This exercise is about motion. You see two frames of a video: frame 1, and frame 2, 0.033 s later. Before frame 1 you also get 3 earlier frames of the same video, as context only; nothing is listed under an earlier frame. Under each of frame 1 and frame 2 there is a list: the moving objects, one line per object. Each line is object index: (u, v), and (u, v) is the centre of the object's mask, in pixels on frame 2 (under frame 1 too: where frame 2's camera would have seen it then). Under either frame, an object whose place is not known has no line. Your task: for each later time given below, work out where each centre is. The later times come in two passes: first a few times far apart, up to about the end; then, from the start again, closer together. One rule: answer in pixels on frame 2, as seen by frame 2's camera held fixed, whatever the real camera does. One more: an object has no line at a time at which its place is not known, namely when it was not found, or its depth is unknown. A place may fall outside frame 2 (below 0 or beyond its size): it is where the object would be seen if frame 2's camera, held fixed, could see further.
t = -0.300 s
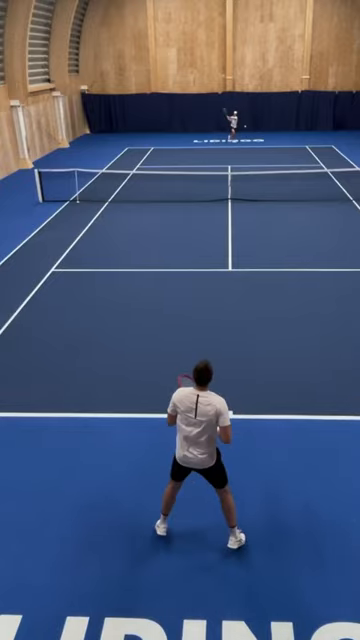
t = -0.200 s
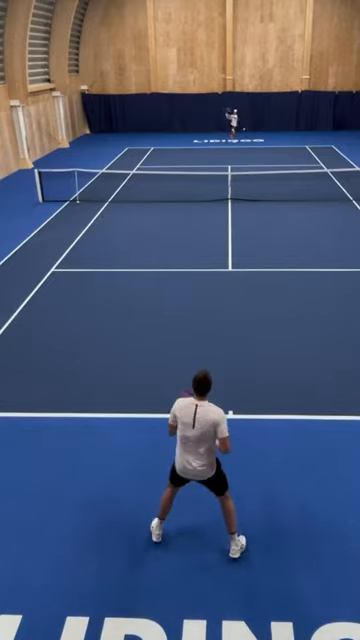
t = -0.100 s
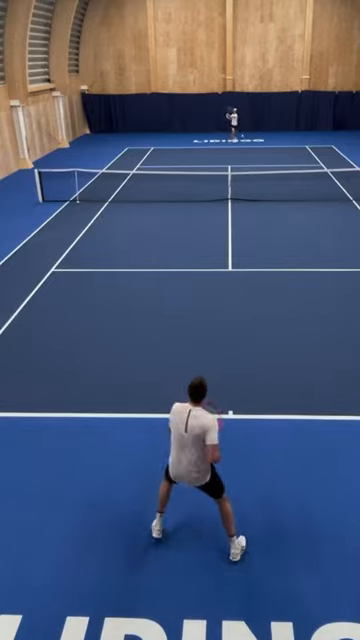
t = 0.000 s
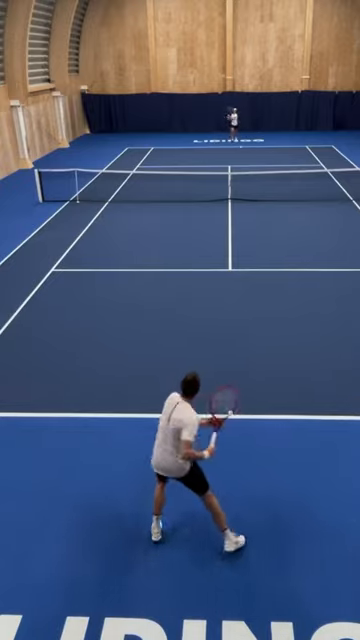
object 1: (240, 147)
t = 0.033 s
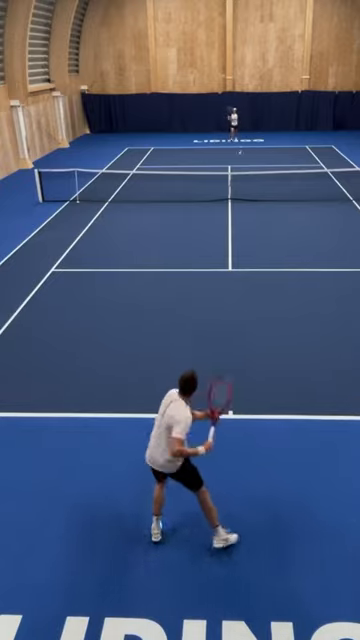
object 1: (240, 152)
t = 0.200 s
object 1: (235, 191)
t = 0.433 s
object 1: (227, 296)
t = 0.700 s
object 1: (213, 344)
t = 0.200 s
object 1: (235, 191)
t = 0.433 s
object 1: (227, 296)
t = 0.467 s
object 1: (225, 310)
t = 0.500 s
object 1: (224, 313)
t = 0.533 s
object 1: (222, 315)
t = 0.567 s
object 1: (220, 318)
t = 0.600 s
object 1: (219, 323)
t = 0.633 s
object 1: (217, 328)
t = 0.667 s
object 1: (215, 335)
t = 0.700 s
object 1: (213, 344)
